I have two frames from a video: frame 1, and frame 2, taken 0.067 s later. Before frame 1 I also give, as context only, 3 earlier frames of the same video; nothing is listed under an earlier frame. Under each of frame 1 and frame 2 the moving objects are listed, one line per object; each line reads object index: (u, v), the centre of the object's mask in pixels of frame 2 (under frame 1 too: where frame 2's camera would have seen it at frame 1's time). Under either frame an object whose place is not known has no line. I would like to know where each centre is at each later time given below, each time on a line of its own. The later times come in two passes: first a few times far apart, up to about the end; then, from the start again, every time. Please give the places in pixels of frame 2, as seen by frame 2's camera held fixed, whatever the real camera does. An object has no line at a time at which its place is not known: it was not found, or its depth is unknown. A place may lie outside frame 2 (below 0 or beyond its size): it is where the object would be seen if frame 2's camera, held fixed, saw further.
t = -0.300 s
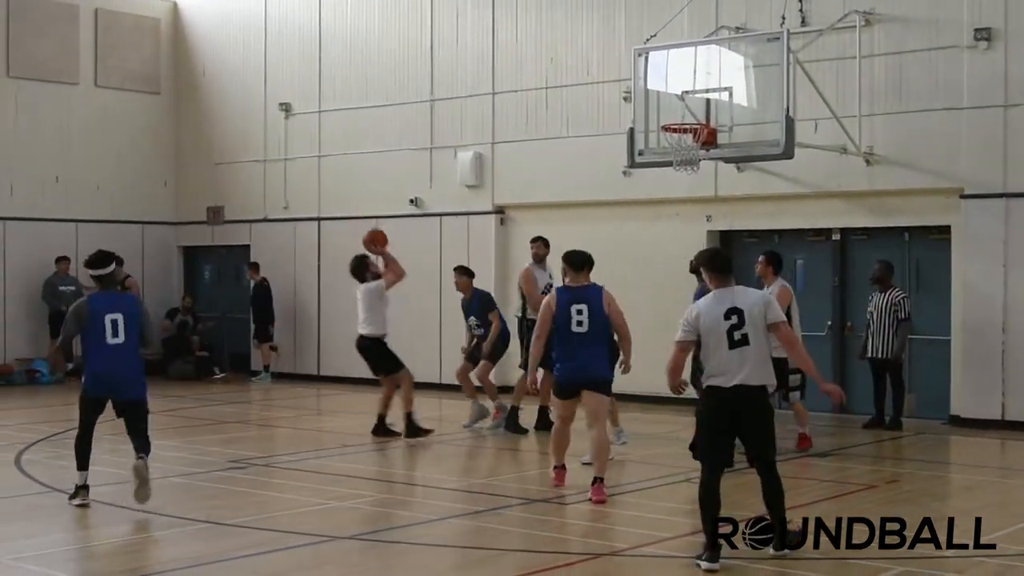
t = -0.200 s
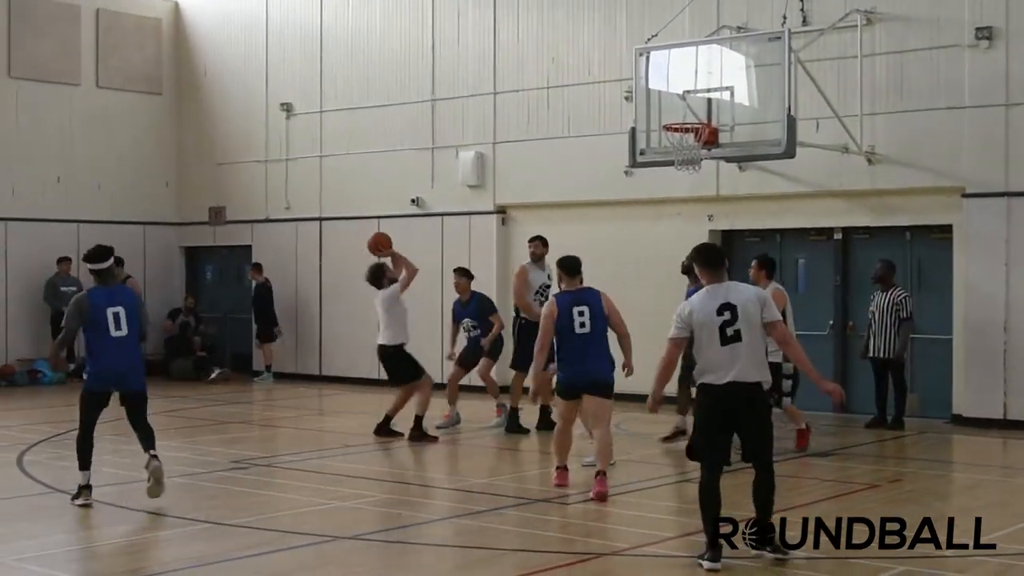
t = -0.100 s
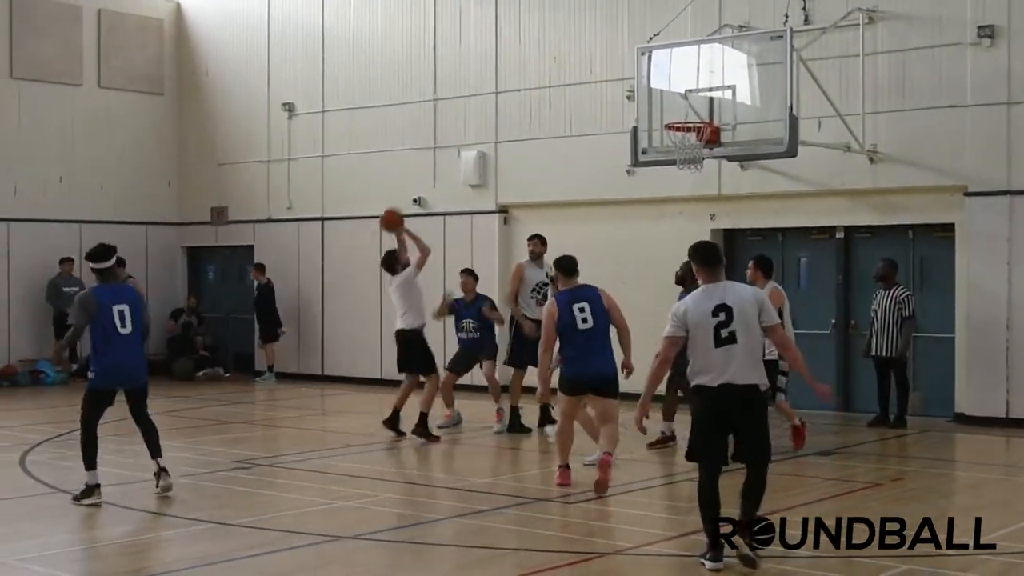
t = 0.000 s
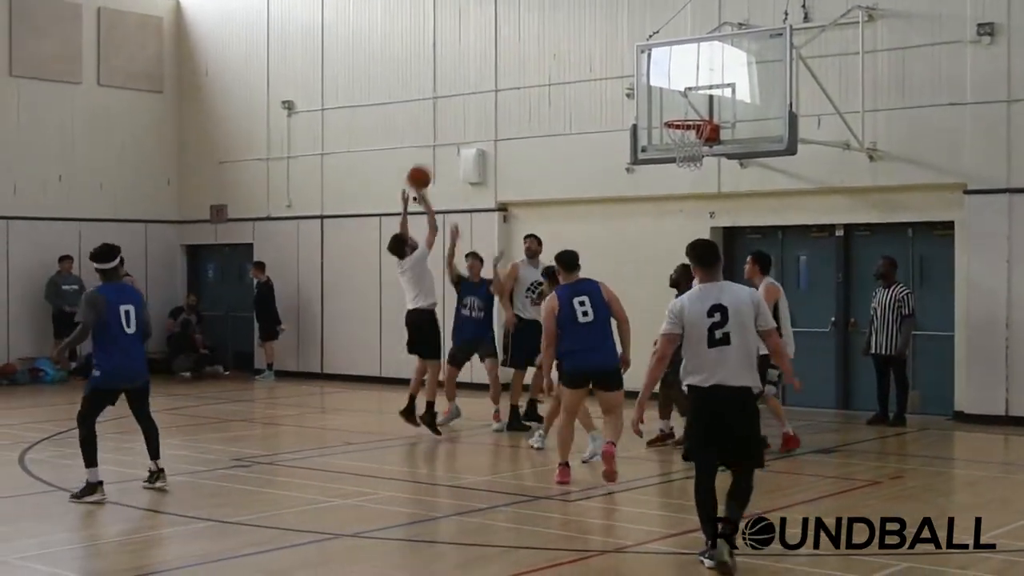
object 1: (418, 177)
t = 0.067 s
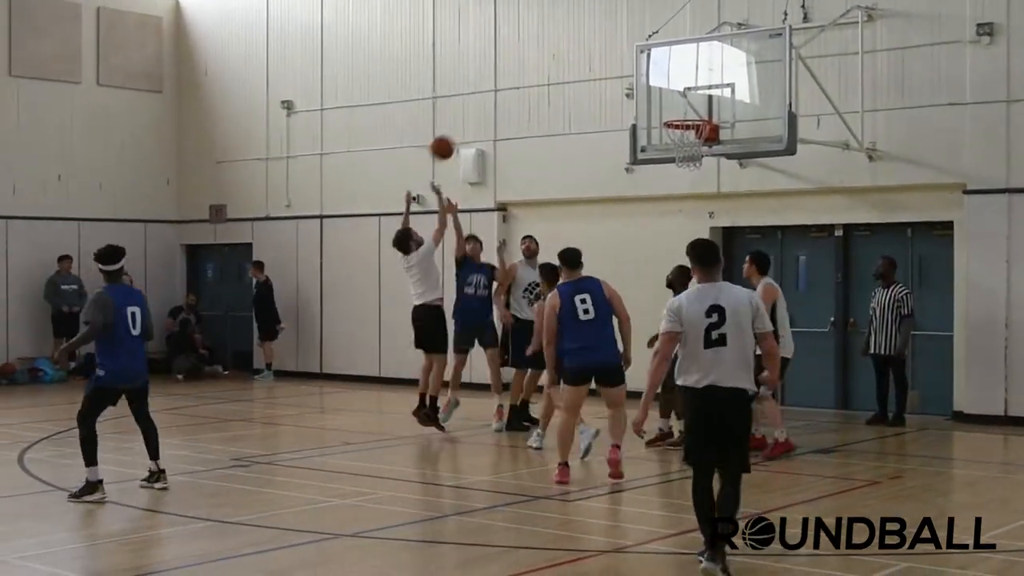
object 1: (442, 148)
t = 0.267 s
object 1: (513, 87)
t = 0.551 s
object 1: (609, 72)
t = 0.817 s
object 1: (689, 115)
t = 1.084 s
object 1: (682, 126)
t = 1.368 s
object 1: (690, 151)
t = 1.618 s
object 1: (700, 202)
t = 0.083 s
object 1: (448, 141)
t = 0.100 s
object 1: (454, 135)
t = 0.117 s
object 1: (460, 129)
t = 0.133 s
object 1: (466, 123)
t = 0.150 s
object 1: (471, 117)
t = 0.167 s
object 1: (477, 112)
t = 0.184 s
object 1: (483, 107)
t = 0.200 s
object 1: (489, 103)
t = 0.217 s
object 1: (495, 99)
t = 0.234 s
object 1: (501, 95)
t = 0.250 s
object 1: (506, 91)
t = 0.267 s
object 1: (513, 87)
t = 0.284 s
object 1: (518, 84)
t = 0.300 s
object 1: (524, 81)
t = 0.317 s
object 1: (529, 79)
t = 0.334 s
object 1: (535, 76)
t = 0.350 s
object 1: (541, 75)
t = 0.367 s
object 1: (547, 73)
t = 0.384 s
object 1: (552, 71)
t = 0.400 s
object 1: (558, 70)
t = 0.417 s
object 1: (563, 69)
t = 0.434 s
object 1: (569, 69)
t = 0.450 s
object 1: (575, 68)
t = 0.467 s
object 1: (581, 68)
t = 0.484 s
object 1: (586, 69)
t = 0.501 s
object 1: (592, 69)
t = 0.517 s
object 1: (597, 70)
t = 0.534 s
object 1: (603, 71)
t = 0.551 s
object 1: (609, 72)
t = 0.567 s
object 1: (614, 74)
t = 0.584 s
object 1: (619, 76)
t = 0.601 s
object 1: (625, 78)
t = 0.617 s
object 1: (630, 81)
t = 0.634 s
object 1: (636, 84)
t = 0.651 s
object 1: (641, 87)
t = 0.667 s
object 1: (647, 90)
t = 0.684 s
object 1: (653, 94)
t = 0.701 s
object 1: (658, 98)
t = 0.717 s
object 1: (664, 102)
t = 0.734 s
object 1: (669, 106)
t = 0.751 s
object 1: (674, 110)
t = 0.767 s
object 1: (678, 111)
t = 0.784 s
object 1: (682, 112)
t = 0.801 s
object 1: (686, 113)
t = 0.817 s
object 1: (689, 115)
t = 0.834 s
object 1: (693, 116)
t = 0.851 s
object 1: (697, 115)
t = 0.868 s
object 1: (699, 116)
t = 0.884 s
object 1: (697, 116)
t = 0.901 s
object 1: (696, 116)
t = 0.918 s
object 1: (693, 116)
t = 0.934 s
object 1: (691, 117)
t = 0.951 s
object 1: (689, 117)
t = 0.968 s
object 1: (687, 118)
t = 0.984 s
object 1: (686, 118)
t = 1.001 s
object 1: (685, 118)
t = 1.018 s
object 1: (684, 118)
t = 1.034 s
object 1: (683, 118)
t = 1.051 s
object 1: (684, 123)
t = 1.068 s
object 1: (682, 119)
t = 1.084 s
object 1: (682, 126)
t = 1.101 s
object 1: (679, 131)
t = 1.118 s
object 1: (678, 132)
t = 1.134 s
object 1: (678, 133)
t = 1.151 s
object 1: (678, 135)
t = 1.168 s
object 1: (681, 138)
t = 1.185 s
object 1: (679, 137)
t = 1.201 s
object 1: (680, 138)
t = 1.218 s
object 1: (681, 140)
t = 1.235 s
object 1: (682, 141)
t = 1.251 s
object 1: (683, 142)
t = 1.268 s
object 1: (684, 144)
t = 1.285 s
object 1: (685, 145)
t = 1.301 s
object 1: (686, 146)
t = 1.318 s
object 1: (686, 147)
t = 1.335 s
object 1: (688, 148)
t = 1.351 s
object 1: (689, 149)
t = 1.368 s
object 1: (690, 151)
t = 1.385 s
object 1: (690, 153)
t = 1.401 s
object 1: (691, 155)
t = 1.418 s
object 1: (692, 157)
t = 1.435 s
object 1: (693, 160)
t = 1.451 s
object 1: (694, 162)
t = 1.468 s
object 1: (694, 165)
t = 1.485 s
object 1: (694, 168)
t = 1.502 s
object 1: (695, 170)
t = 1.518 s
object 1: (696, 175)
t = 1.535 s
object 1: (697, 179)
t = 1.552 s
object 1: (697, 183)
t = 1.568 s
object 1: (698, 188)
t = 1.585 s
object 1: (698, 192)
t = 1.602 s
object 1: (699, 197)
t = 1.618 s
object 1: (700, 202)
